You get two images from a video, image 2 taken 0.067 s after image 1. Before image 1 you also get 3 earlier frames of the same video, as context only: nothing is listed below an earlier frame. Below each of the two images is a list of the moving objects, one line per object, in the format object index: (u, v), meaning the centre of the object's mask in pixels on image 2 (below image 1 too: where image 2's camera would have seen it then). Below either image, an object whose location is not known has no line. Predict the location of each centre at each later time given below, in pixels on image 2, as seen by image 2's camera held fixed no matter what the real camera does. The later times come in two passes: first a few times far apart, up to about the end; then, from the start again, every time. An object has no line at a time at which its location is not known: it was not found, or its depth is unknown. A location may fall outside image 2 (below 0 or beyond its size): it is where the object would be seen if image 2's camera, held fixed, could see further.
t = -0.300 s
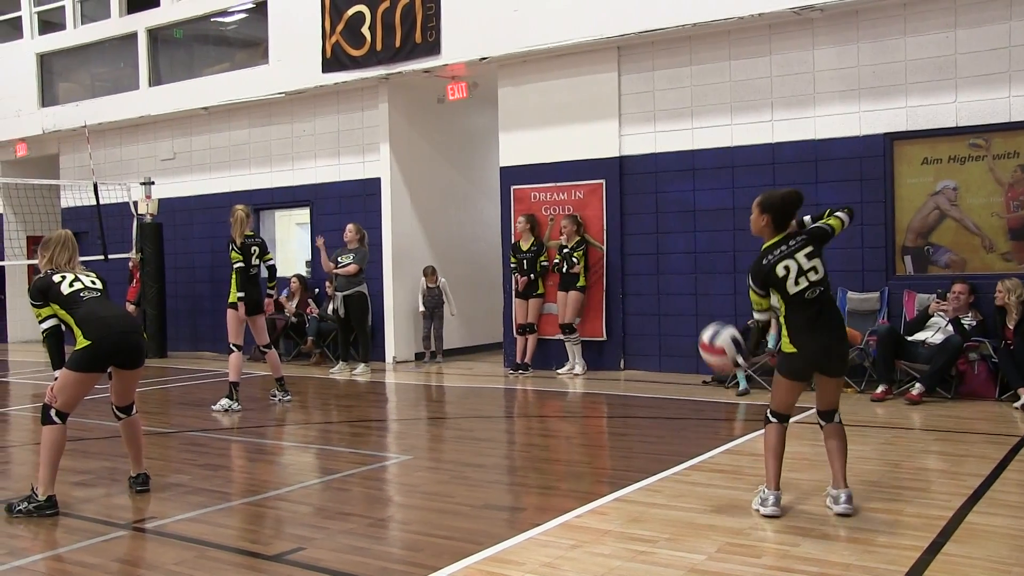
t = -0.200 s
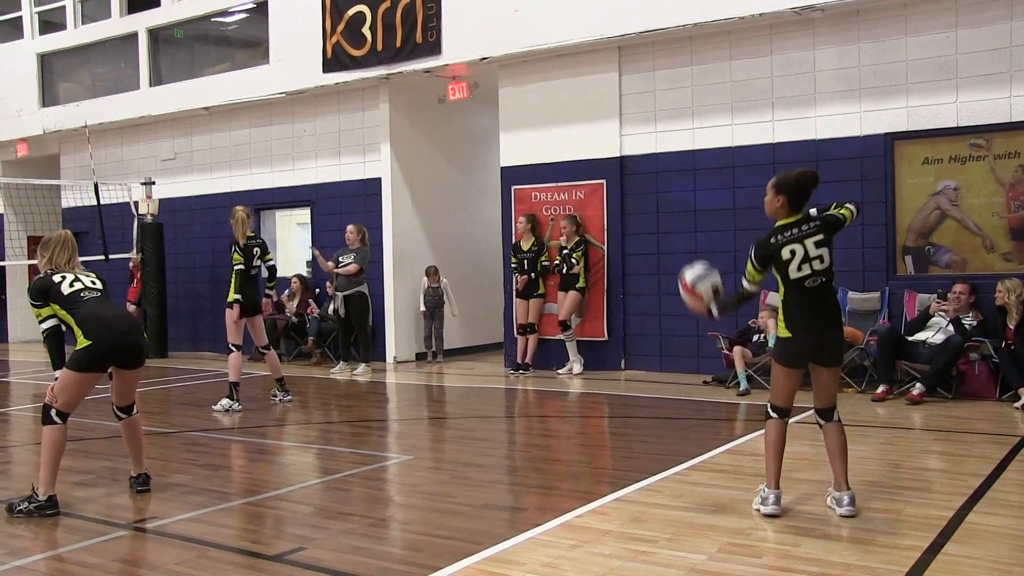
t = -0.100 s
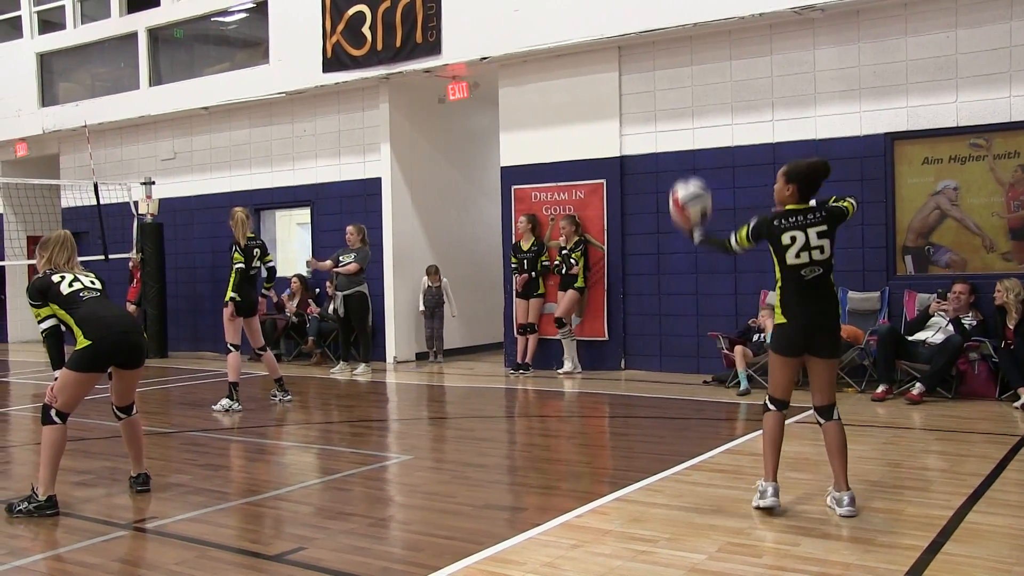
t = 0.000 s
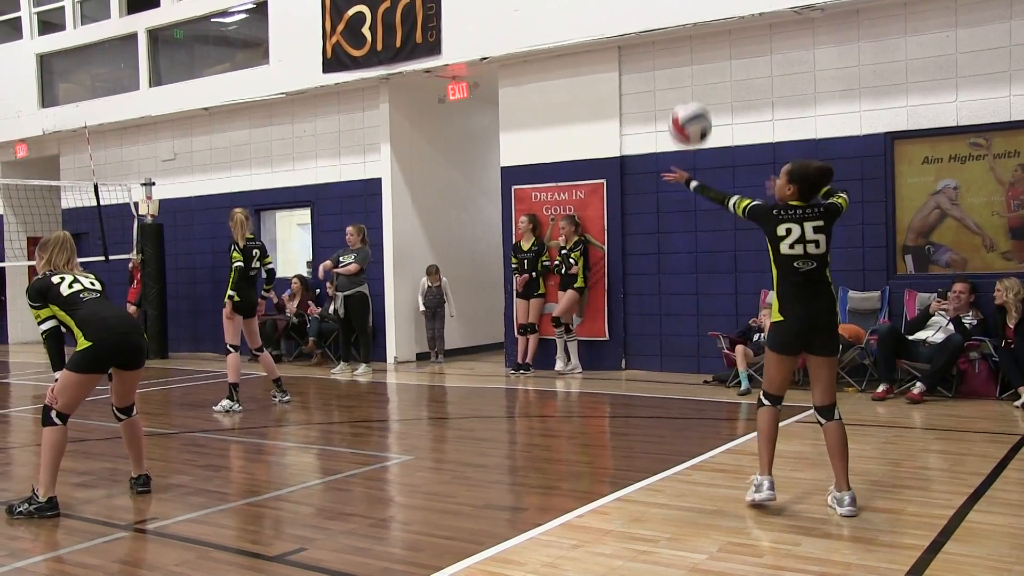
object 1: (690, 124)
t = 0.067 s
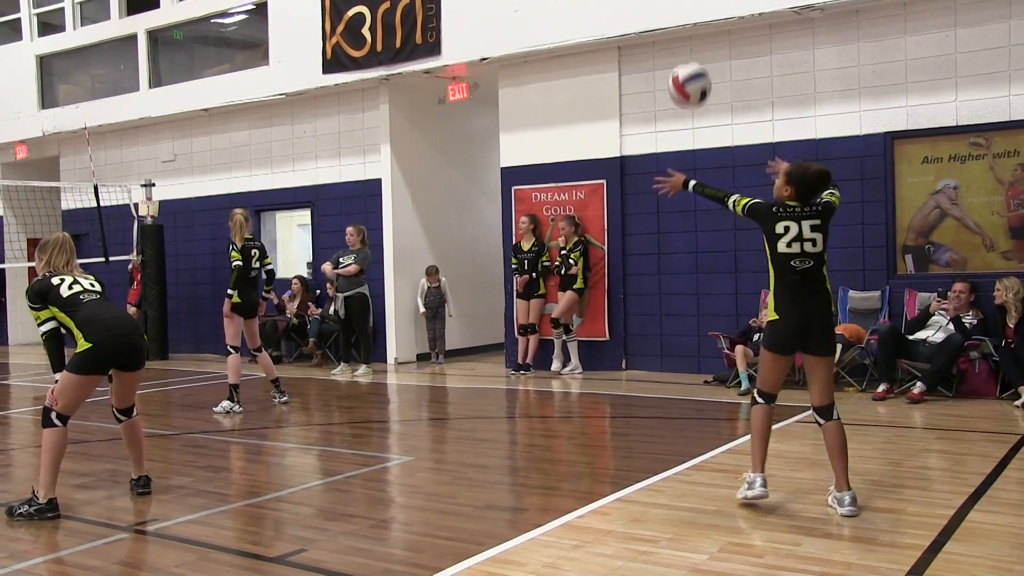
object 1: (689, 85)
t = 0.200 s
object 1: (690, 34)
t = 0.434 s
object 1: (694, 24)
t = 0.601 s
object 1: (698, 82)
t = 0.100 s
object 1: (689, 69)
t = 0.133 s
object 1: (690, 54)
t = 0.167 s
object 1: (690, 43)
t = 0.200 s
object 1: (690, 34)
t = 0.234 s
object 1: (690, 26)
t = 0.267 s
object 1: (691, 20)
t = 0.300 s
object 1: (692, 17)
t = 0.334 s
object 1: (692, 16)
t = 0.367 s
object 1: (693, 17)
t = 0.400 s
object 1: (693, 19)
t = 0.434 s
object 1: (694, 24)
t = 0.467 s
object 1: (694, 33)
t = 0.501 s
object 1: (695, 41)
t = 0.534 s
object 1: (696, 52)
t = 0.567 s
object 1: (697, 66)
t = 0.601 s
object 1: (698, 82)
